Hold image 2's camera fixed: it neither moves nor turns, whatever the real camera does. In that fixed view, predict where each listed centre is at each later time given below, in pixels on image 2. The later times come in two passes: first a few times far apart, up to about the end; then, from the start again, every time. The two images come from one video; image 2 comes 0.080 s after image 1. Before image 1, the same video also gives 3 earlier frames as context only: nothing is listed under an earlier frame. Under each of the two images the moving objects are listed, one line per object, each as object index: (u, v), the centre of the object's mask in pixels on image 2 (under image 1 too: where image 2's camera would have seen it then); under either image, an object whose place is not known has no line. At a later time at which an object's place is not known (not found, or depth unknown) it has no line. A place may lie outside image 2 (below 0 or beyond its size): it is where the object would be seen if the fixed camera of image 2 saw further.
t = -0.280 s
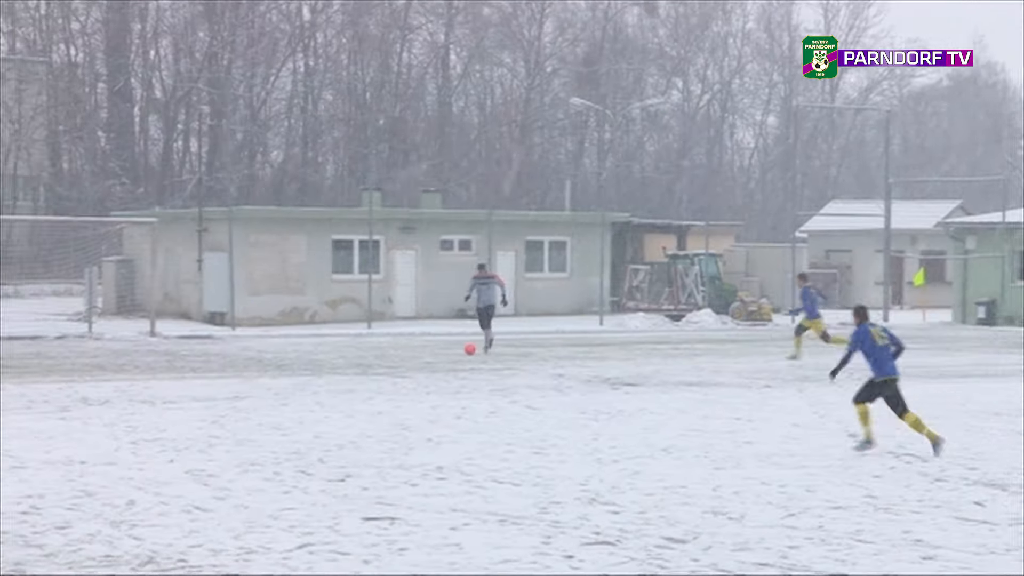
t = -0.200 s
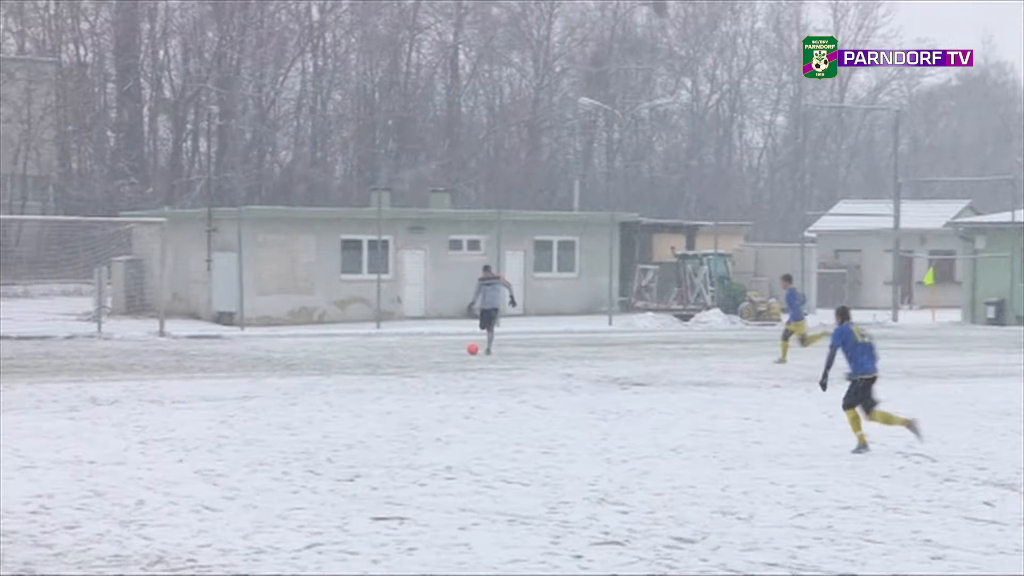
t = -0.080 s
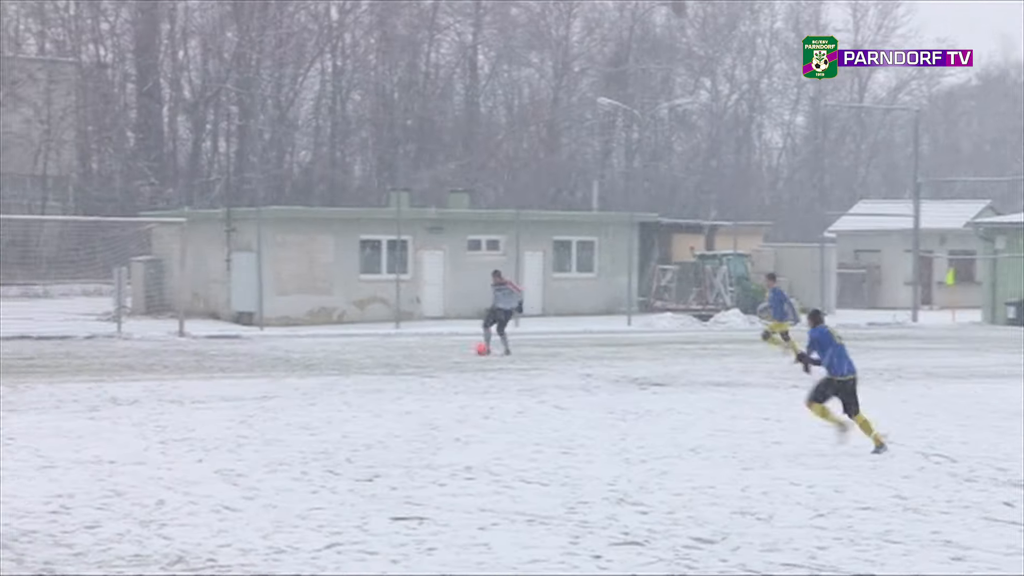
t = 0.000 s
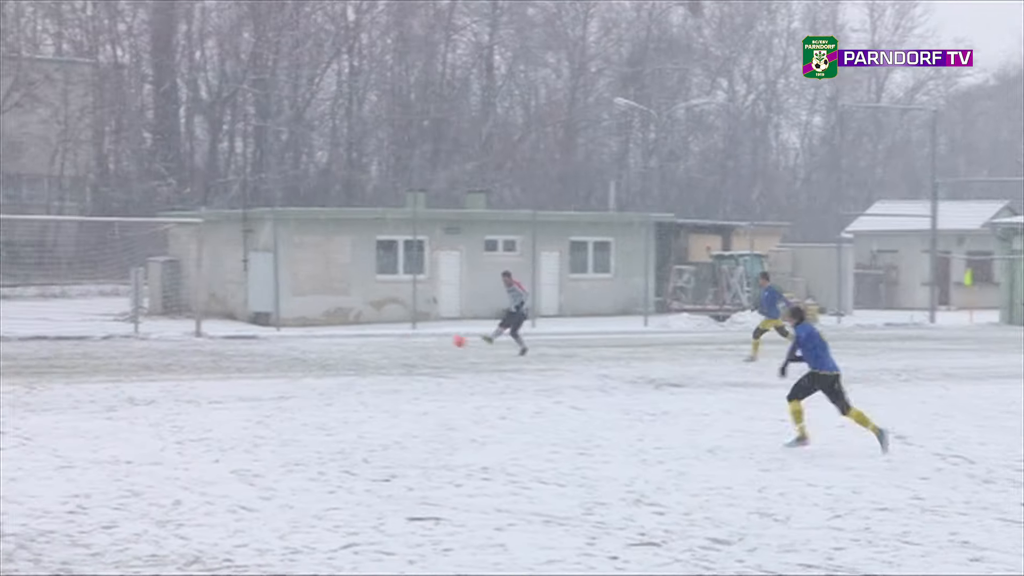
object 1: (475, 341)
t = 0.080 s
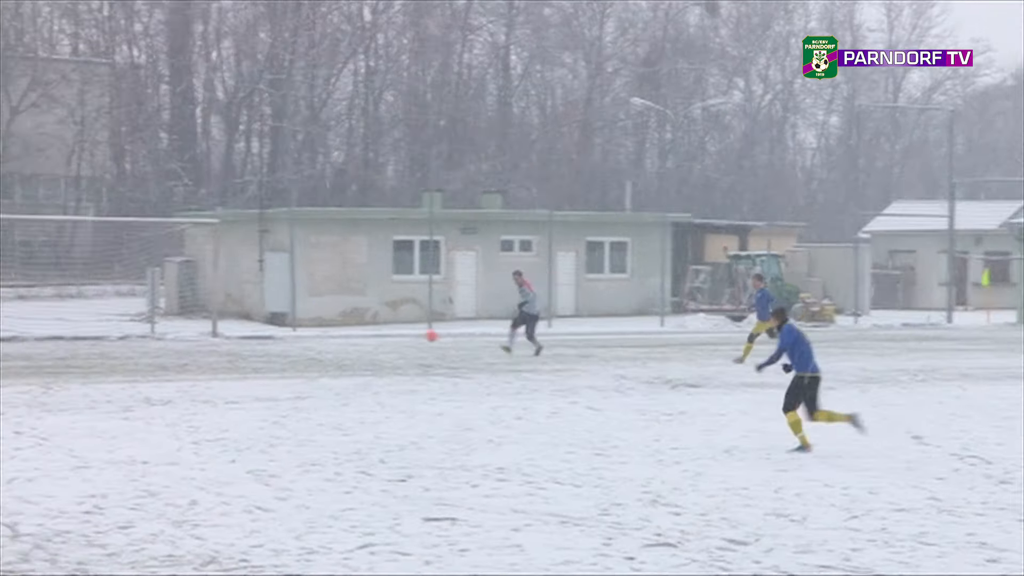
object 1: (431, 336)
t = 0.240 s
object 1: (336, 339)
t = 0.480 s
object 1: (178, 366)
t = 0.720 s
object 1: (5, 376)
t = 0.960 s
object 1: (-172, 378)
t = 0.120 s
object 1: (409, 335)
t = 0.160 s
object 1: (386, 335)
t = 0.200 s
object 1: (361, 337)
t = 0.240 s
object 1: (336, 339)
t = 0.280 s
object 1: (312, 342)
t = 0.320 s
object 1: (286, 347)
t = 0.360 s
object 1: (260, 353)
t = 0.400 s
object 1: (232, 359)
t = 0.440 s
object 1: (204, 367)
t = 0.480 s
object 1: (178, 366)
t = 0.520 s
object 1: (151, 364)
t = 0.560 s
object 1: (123, 363)
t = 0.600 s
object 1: (95, 364)
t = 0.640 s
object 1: (66, 366)
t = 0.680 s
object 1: (36, 370)
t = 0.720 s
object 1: (5, 376)
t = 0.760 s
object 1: (-23, 376)
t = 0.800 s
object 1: (-52, 374)
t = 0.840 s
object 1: (-82, 373)
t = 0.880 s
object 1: (-112, 372)
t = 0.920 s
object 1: (-141, 374)
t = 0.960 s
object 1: (-172, 378)
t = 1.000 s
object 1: (-205, 384)
